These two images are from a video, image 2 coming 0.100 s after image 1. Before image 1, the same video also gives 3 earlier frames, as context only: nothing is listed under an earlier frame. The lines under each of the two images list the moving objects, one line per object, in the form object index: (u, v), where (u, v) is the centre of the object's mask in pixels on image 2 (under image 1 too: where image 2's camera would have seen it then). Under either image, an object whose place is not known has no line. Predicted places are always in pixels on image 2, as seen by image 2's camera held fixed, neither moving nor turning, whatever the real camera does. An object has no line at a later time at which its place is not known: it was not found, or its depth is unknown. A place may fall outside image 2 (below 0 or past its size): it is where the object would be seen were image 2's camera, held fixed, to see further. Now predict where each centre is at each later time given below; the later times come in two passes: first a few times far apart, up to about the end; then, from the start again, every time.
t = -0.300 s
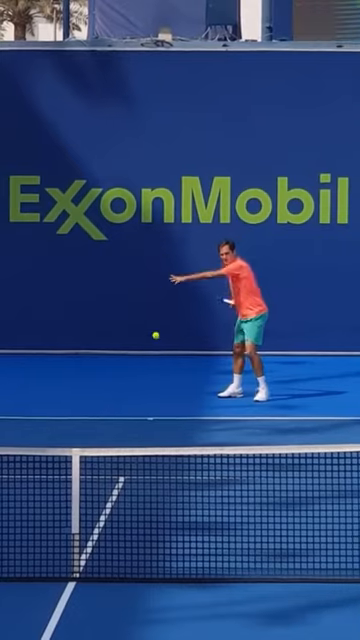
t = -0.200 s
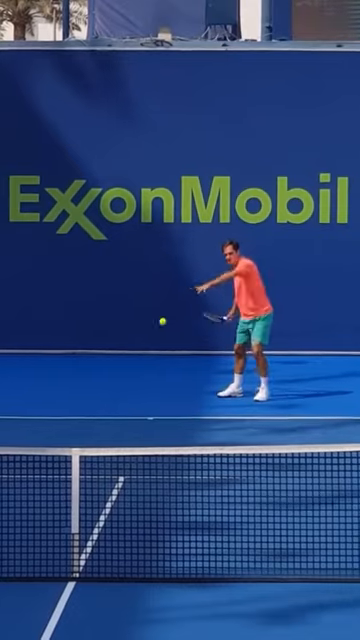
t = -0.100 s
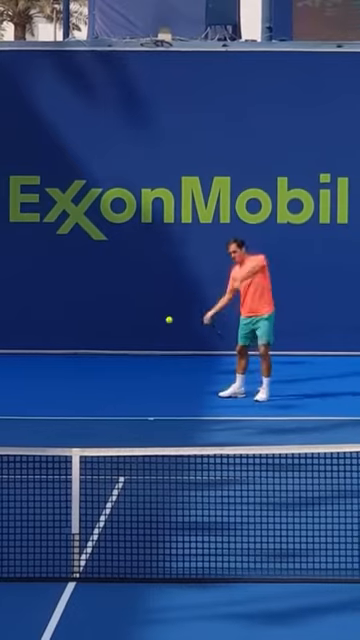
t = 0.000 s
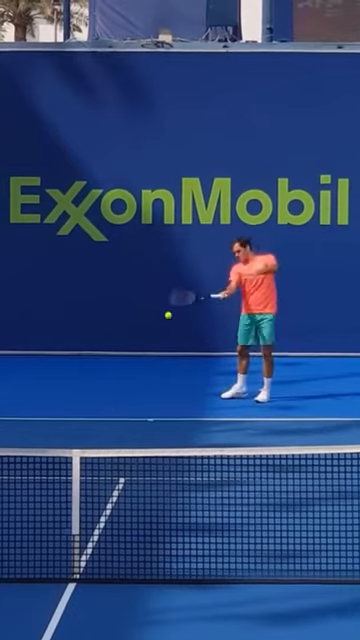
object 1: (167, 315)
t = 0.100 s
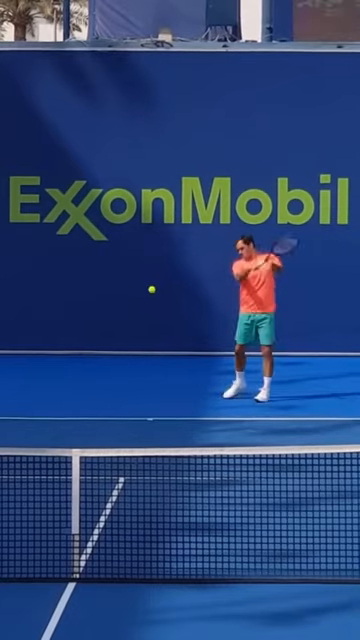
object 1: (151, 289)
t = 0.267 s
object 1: (120, 274)
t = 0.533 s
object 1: (55, 345)
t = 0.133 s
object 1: (145, 283)
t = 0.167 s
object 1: (139, 279)
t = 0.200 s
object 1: (133, 276)
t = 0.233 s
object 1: (127, 274)
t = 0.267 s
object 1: (120, 274)
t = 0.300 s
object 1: (113, 276)
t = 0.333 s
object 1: (105, 279)
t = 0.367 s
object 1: (98, 285)
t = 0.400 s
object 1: (90, 292)
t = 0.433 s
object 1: (81, 302)
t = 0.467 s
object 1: (73, 314)
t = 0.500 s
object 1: (64, 328)
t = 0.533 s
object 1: (55, 345)
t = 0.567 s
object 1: (45, 365)
